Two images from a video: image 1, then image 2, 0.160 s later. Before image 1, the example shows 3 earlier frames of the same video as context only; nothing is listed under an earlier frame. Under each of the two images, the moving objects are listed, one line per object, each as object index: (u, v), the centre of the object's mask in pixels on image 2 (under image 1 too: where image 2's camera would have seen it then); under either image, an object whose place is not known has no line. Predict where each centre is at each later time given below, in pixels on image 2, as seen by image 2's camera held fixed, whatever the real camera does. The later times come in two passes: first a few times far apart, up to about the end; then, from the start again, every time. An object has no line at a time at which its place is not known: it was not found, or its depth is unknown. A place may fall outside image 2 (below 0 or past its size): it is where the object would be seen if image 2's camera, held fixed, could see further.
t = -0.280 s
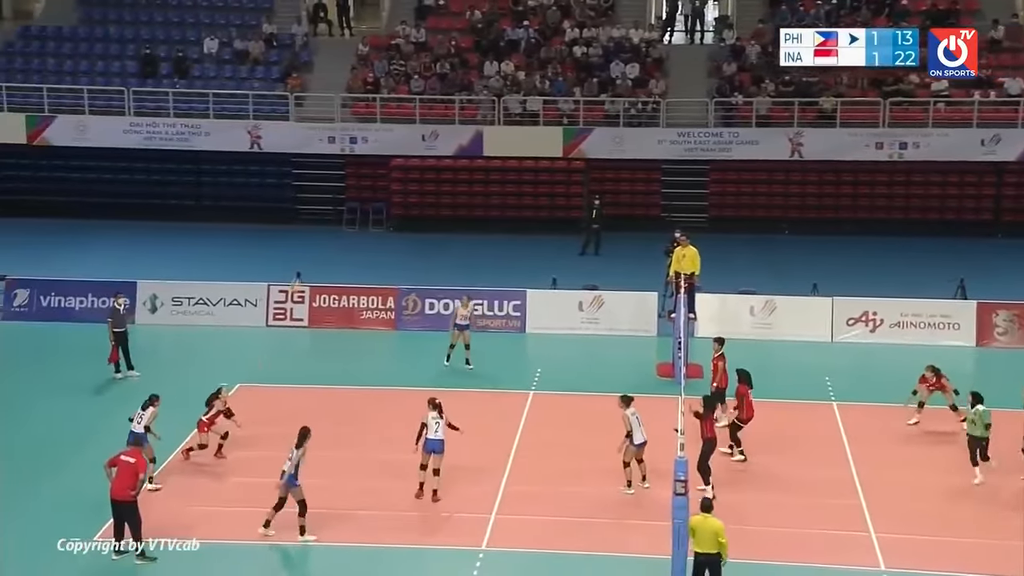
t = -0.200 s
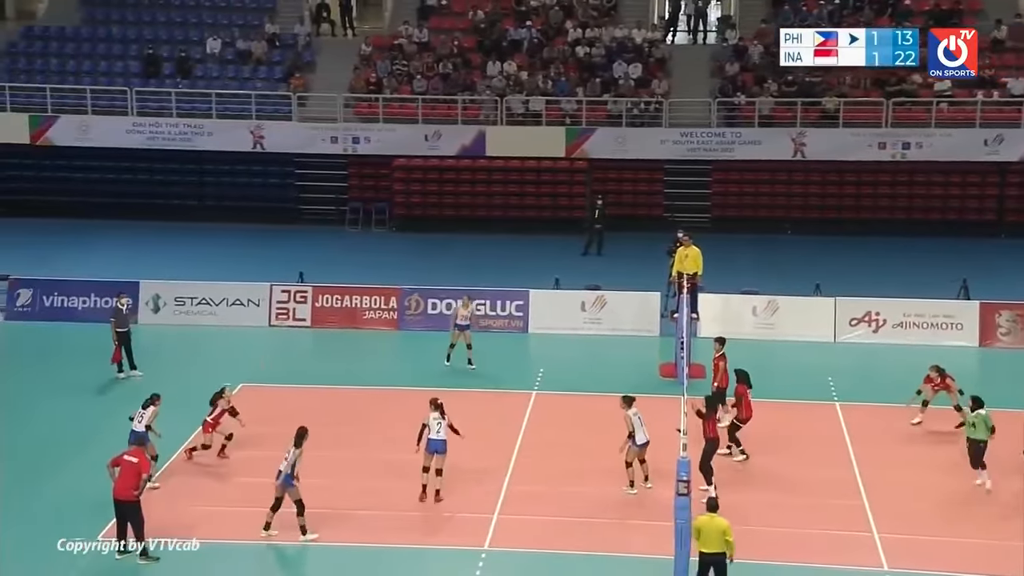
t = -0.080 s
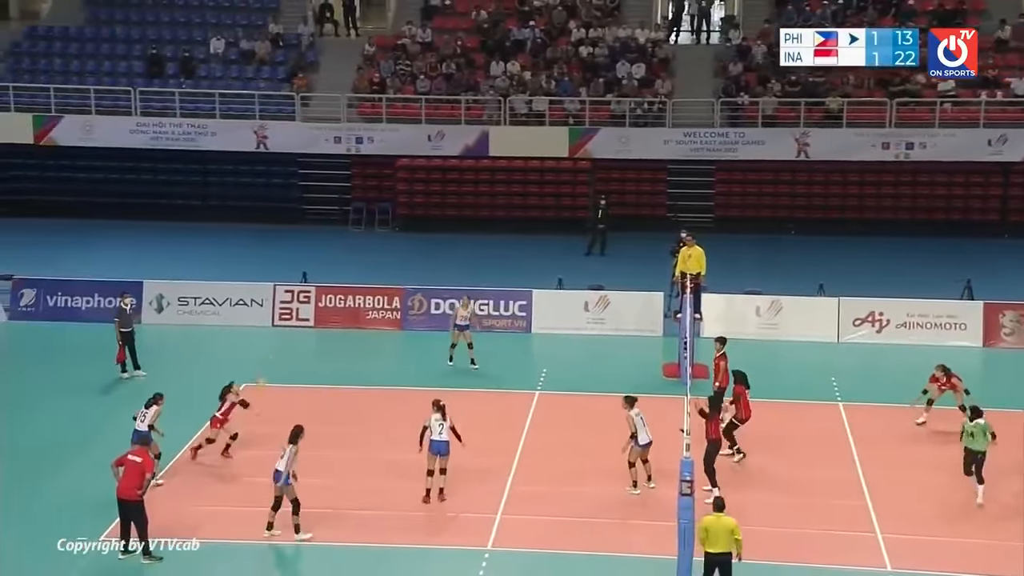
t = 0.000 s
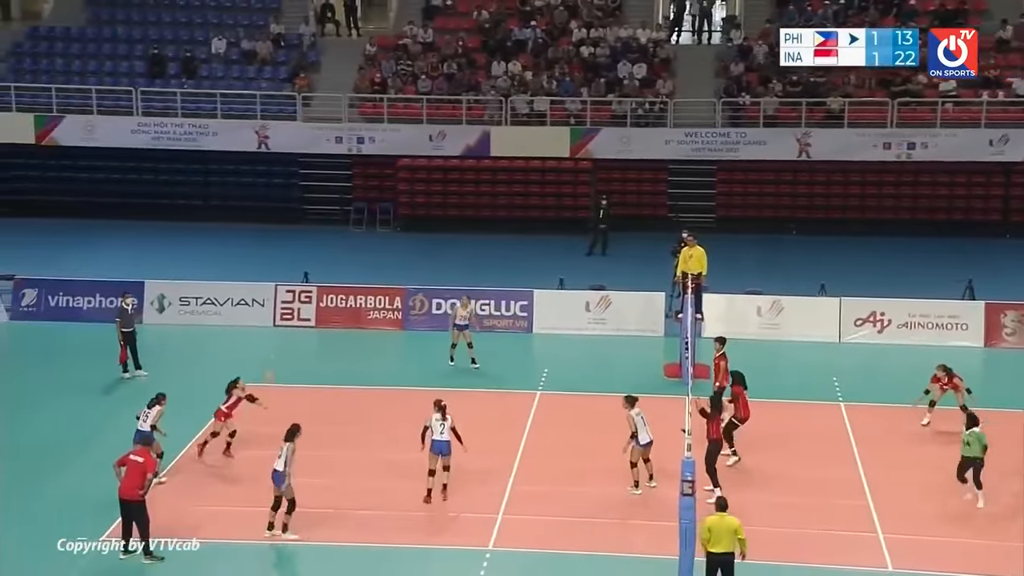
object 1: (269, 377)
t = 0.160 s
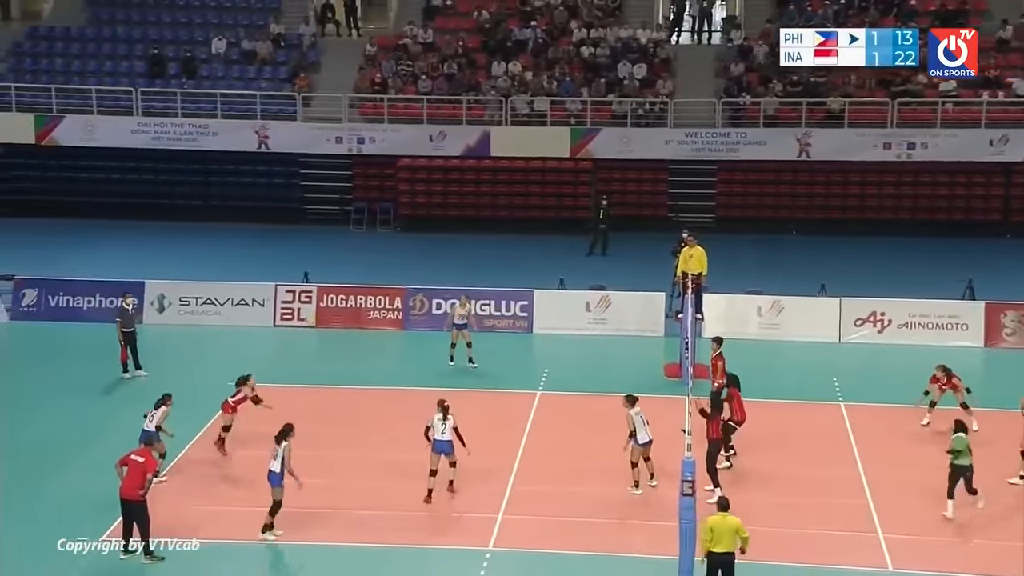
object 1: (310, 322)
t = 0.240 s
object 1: (330, 297)
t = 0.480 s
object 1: (386, 249)
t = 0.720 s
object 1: (441, 237)
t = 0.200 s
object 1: (320, 309)
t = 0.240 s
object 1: (330, 297)
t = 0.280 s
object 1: (339, 286)
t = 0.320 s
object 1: (348, 277)
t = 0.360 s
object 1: (358, 268)
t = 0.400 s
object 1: (367, 261)
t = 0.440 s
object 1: (377, 255)
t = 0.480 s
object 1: (386, 249)
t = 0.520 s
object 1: (395, 246)
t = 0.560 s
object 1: (405, 242)
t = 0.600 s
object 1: (414, 239)
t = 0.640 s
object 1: (422, 237)
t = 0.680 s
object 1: (431, 237)
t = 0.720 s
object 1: (441, 237)
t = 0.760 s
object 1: (449, 238)
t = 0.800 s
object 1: (459, 240)
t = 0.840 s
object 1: (467, 243)
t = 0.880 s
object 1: (476, 247)
